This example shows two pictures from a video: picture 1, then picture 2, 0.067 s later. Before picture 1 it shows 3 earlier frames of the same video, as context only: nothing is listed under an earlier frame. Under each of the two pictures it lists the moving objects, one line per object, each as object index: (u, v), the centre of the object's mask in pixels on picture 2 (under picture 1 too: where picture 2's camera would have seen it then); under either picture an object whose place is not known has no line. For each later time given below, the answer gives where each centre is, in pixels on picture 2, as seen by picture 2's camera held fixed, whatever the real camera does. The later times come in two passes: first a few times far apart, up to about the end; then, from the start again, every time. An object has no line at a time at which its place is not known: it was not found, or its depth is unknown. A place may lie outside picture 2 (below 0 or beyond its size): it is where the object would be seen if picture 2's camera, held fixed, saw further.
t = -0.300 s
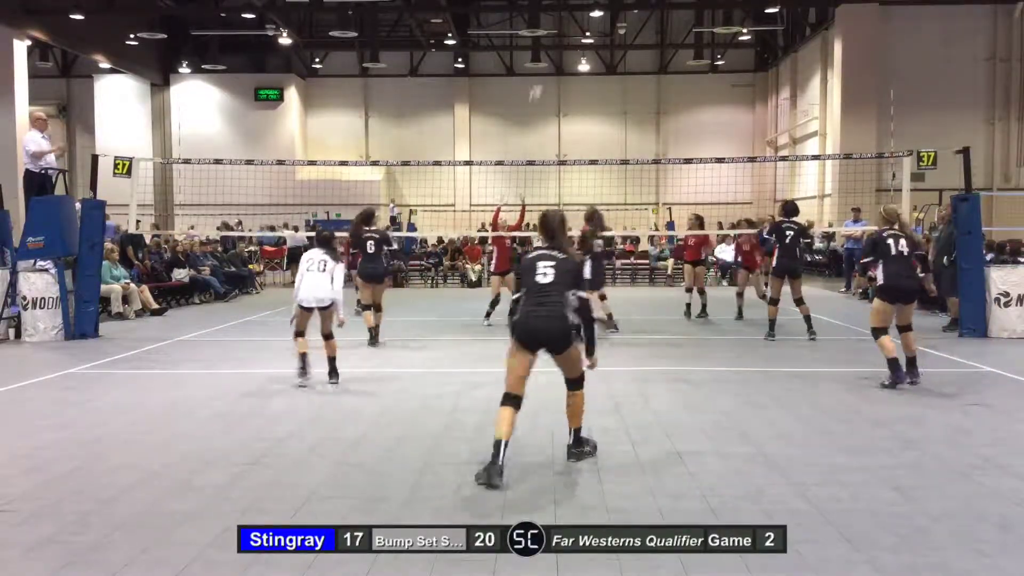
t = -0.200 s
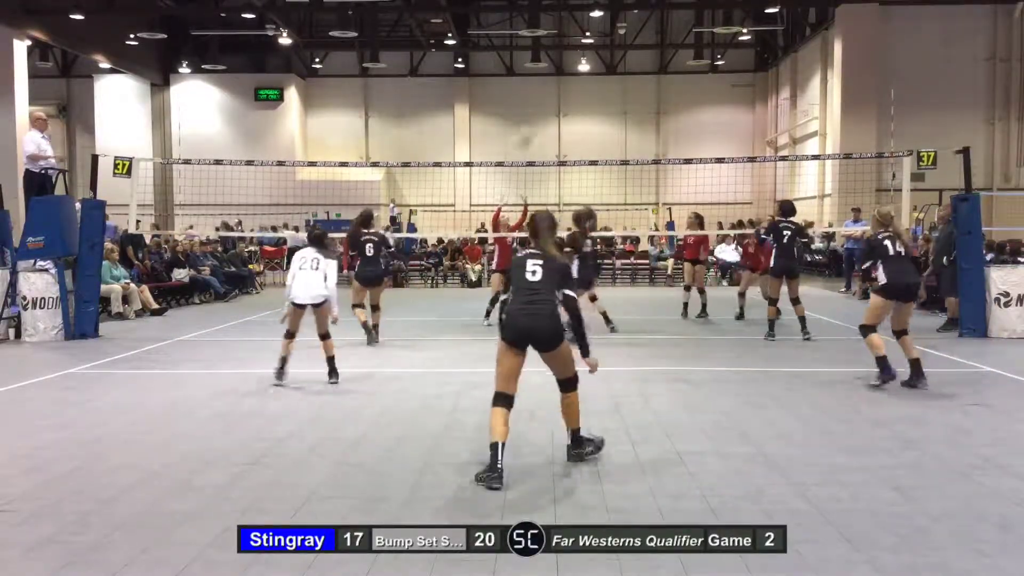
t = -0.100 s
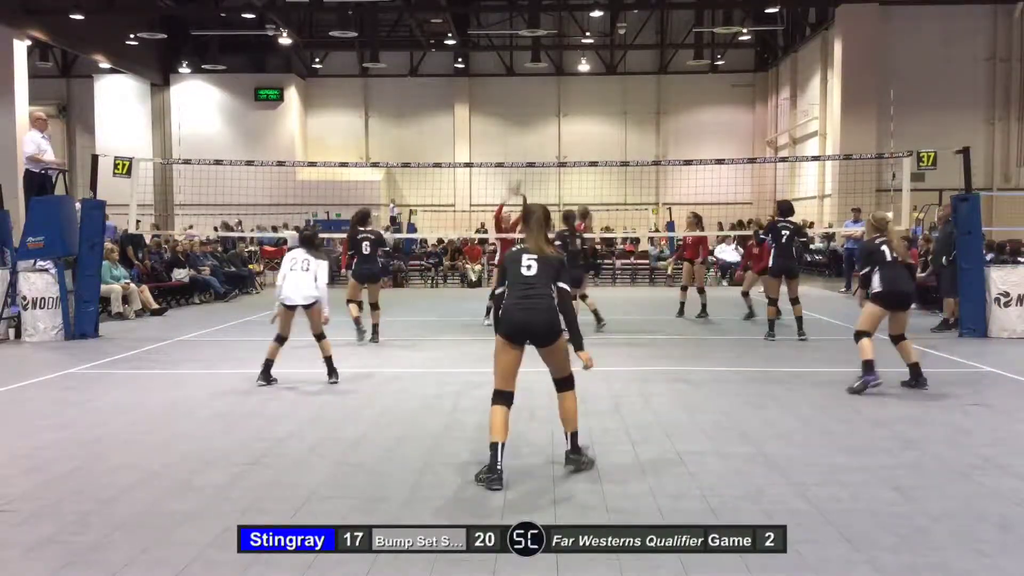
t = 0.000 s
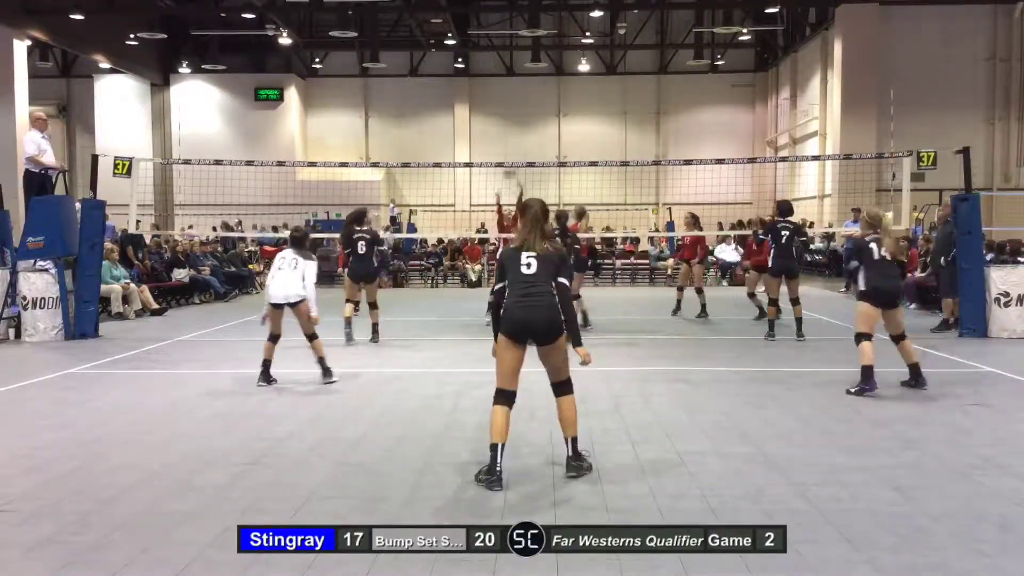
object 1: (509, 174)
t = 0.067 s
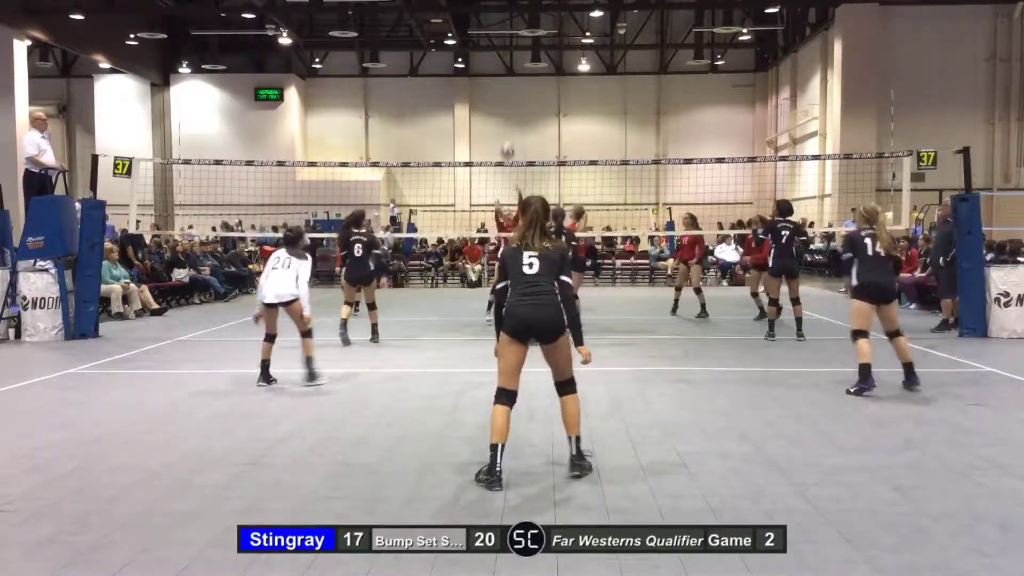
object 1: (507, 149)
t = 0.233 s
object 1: (503, 115)
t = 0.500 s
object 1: (494, 101)
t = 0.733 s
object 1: (486, 136)
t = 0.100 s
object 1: (506, 144)
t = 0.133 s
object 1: (505, 135)
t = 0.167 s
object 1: (505, 128)
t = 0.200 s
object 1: (504, 120)
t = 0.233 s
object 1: (503, 115)
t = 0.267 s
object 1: (502, 111)
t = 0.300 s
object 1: (501, 106)
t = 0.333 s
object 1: (500, 104)
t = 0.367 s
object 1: (498, 101)
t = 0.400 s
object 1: (497, 100)
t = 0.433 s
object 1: (496, 100)
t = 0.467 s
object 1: (495, 100)
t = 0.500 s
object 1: (494, 101)
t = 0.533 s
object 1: (493, 103)
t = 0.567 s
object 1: (492, 106)
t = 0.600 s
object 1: (490, 110)
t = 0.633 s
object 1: (489, 114)
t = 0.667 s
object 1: (489, 121)
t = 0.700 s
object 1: (487, 128)
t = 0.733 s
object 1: (486, 136)
